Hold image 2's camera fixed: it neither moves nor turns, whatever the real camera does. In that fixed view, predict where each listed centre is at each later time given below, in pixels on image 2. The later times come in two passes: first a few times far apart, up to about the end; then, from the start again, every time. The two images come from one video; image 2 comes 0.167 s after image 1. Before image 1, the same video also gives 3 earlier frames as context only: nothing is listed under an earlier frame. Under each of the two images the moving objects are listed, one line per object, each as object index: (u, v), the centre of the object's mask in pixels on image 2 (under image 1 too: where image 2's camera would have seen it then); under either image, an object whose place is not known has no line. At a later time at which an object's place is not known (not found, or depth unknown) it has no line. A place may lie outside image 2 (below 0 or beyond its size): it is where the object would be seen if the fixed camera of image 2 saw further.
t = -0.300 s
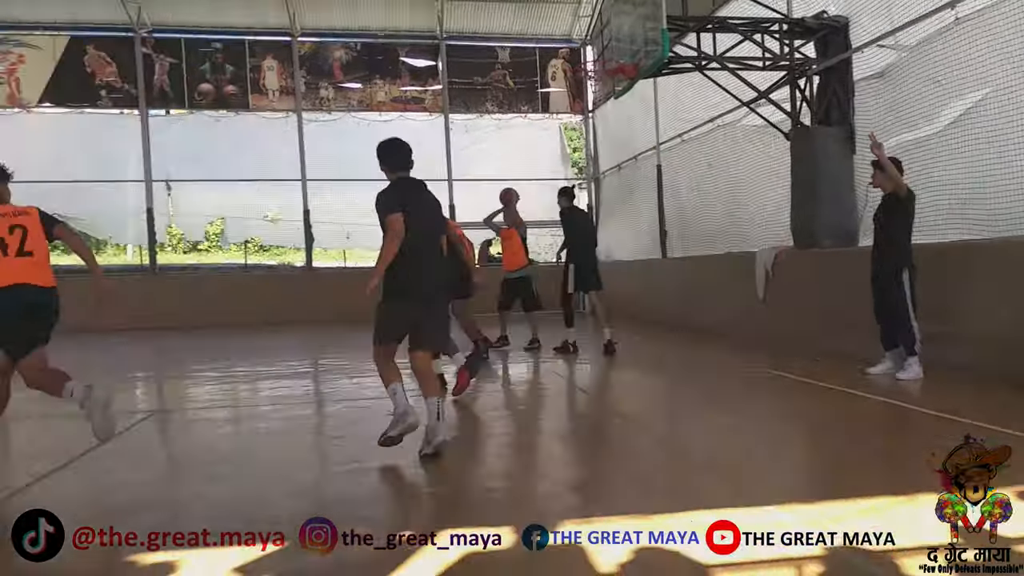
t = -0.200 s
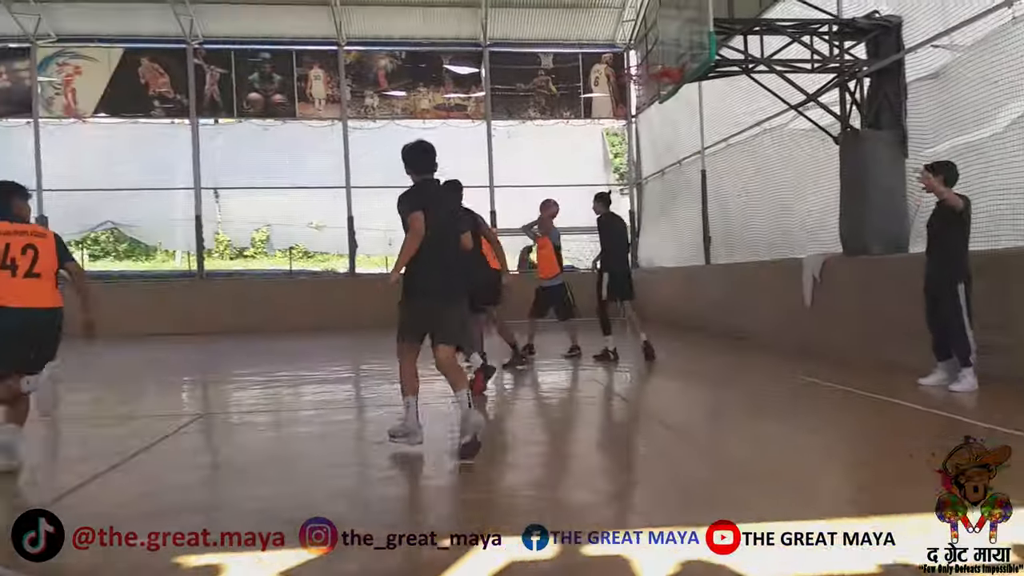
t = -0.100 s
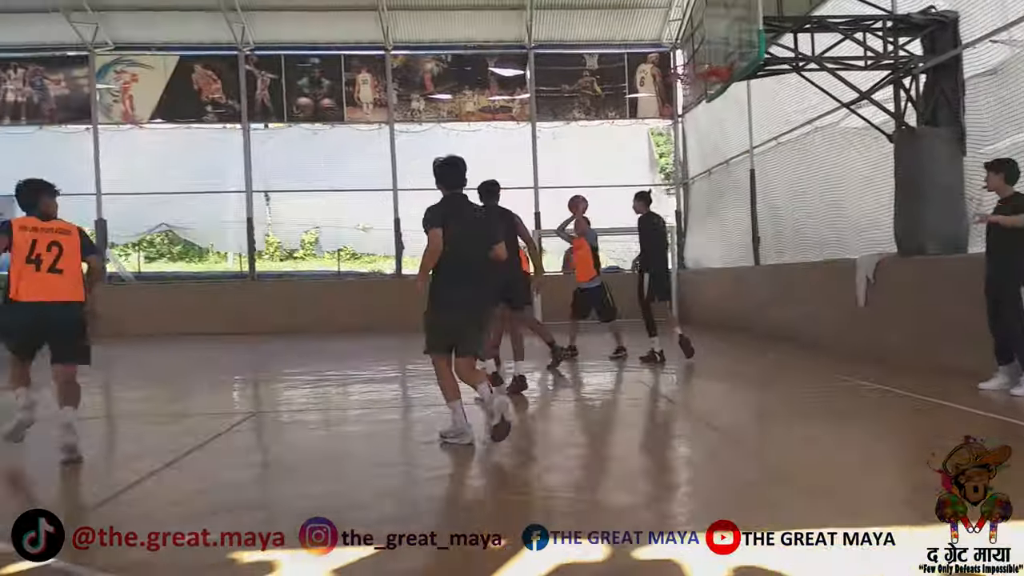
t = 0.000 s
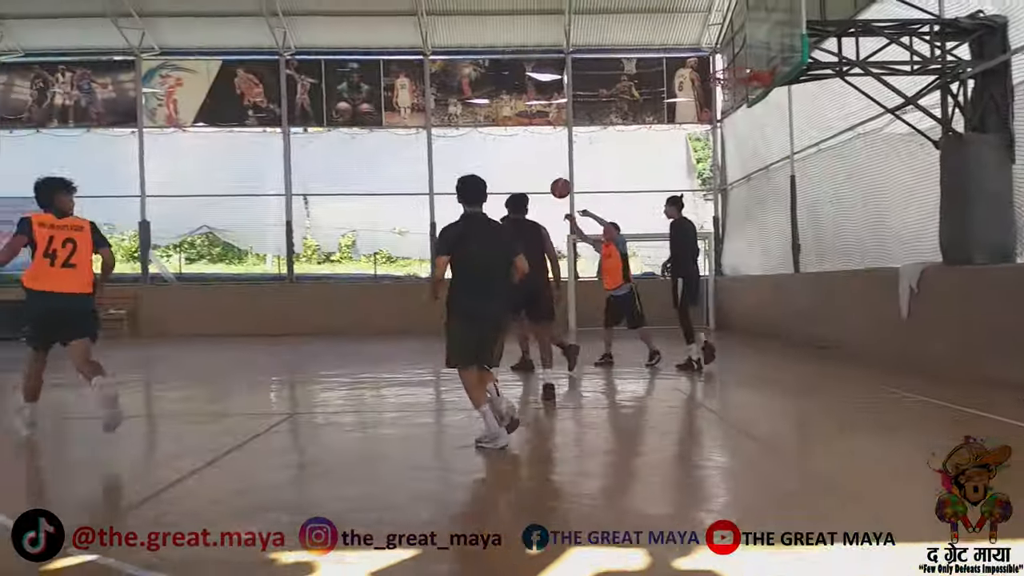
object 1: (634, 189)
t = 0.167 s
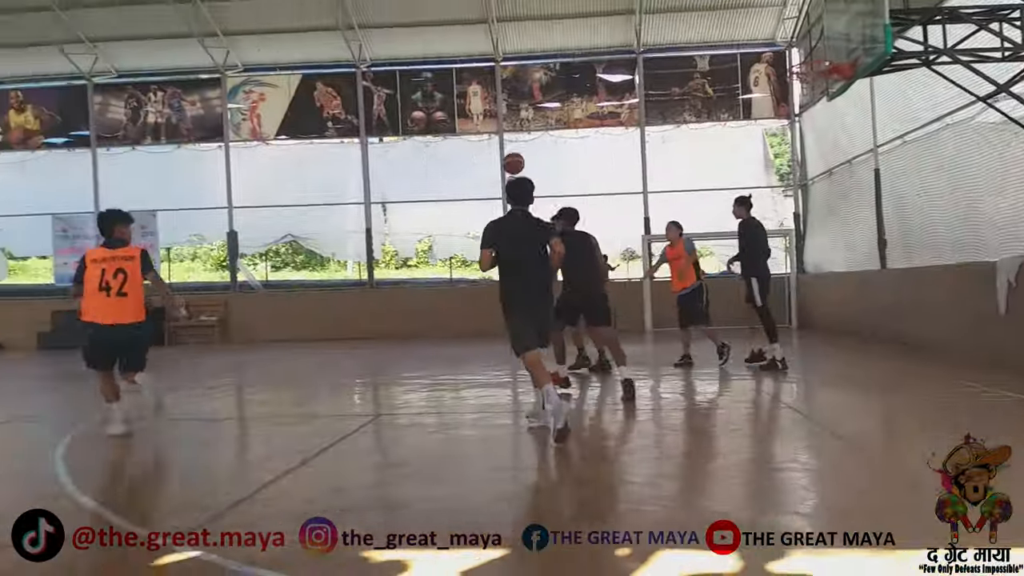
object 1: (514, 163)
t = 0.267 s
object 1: (435, 159)
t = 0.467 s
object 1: (261, 179)
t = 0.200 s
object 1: (488, 161)
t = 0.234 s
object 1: (461, 160)
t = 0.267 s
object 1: (435, 159)
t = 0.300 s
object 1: (407, 159)
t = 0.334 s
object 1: (380, 161)
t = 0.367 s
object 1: (351, 164)
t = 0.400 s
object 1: (322, 168)
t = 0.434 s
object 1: (292, 172)
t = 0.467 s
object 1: (261, 179)
